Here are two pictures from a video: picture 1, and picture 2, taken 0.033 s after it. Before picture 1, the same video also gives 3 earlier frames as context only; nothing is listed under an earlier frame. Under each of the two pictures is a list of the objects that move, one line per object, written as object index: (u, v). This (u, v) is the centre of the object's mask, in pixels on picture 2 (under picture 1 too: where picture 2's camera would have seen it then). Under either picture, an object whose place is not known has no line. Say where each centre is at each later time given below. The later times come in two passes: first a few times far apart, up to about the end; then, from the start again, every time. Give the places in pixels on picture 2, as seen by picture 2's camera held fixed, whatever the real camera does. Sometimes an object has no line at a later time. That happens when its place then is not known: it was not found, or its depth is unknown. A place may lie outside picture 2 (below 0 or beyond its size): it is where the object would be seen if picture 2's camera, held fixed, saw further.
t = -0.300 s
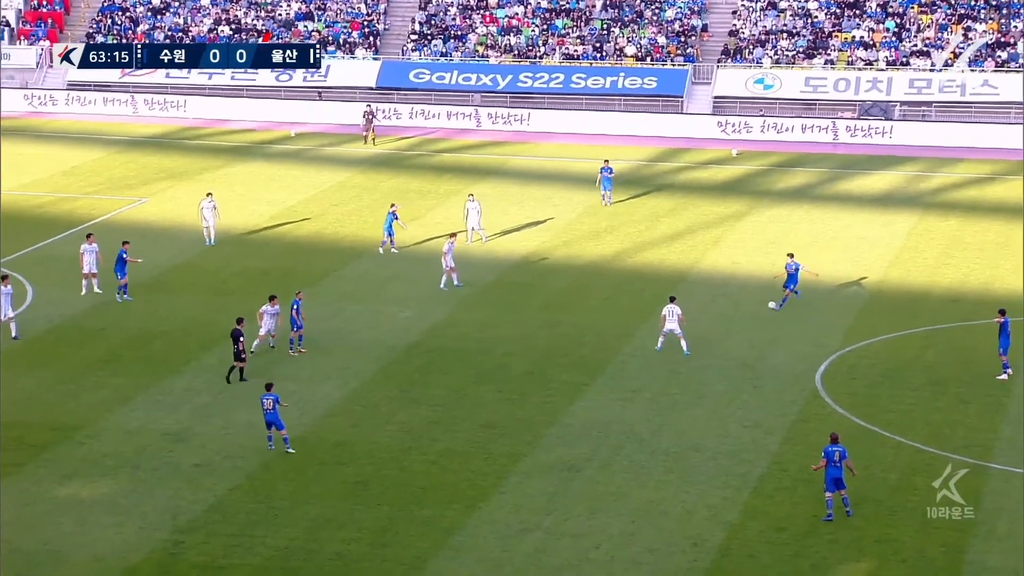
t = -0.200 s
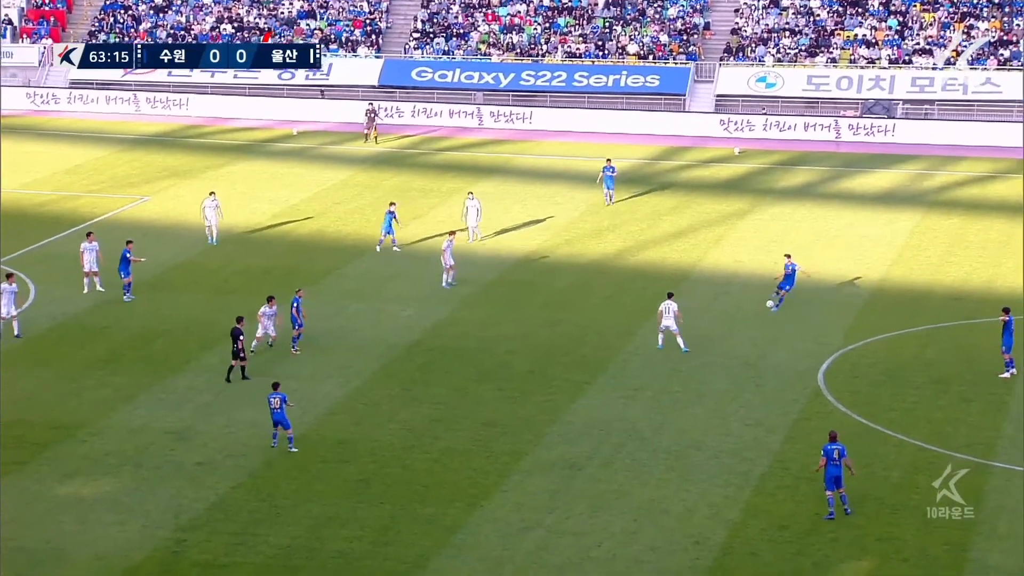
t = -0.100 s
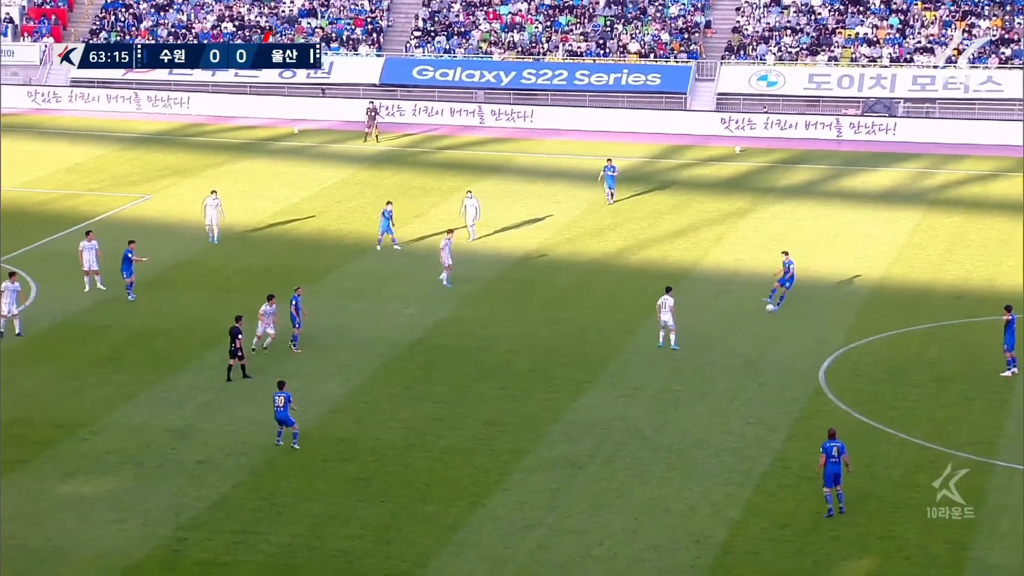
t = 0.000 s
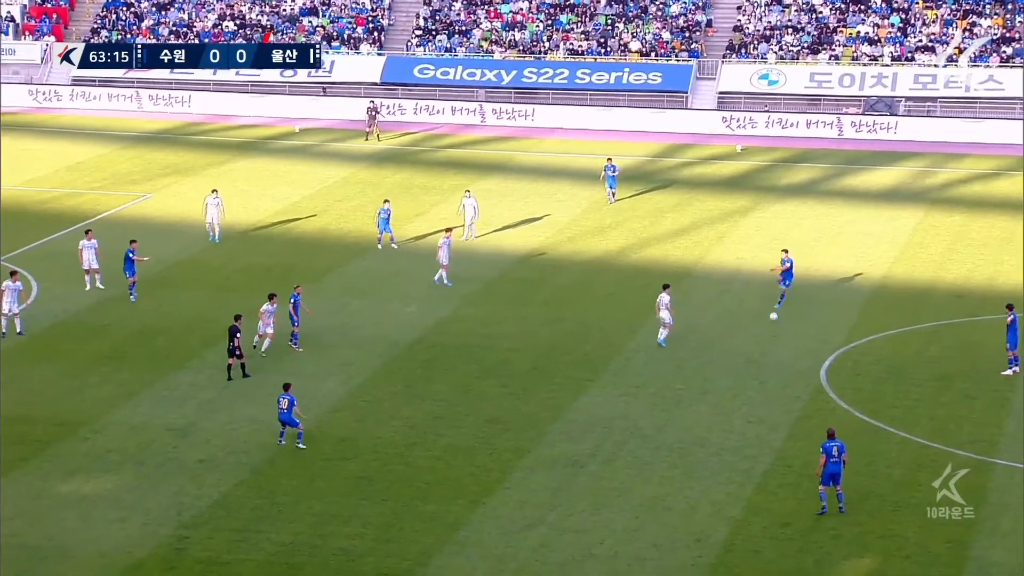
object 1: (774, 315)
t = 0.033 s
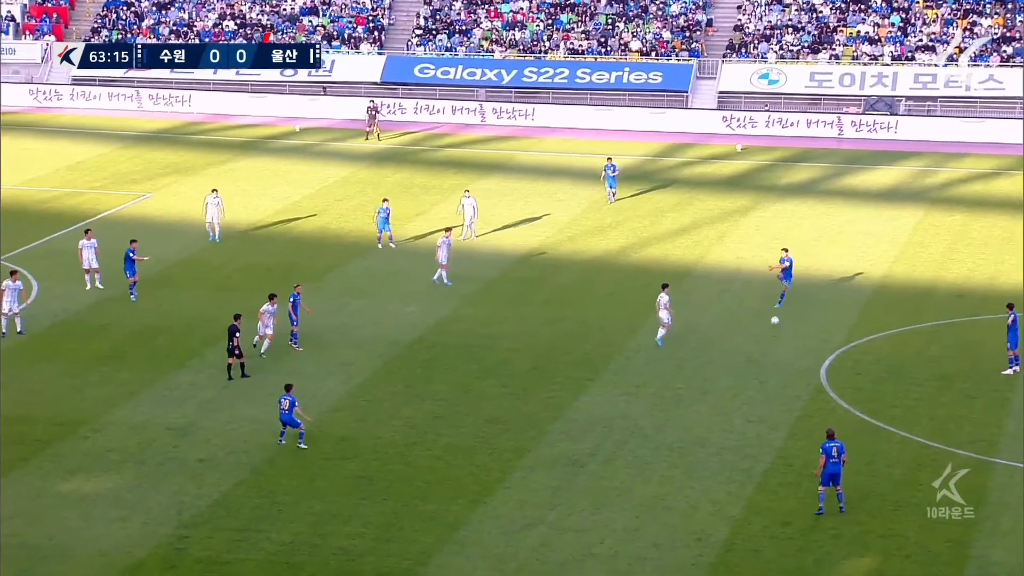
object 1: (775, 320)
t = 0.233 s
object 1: (783, 345)
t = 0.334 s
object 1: (789, 359)
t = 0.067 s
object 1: (776, 325)
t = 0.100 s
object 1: (777, 331)
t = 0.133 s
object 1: (779, 337)
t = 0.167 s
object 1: (780, 342)
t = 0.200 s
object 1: (781, 343)
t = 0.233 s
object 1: (783, 345)
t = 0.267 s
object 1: (784, 348)
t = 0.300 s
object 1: (786, 351)
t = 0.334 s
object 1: (789, 359)
